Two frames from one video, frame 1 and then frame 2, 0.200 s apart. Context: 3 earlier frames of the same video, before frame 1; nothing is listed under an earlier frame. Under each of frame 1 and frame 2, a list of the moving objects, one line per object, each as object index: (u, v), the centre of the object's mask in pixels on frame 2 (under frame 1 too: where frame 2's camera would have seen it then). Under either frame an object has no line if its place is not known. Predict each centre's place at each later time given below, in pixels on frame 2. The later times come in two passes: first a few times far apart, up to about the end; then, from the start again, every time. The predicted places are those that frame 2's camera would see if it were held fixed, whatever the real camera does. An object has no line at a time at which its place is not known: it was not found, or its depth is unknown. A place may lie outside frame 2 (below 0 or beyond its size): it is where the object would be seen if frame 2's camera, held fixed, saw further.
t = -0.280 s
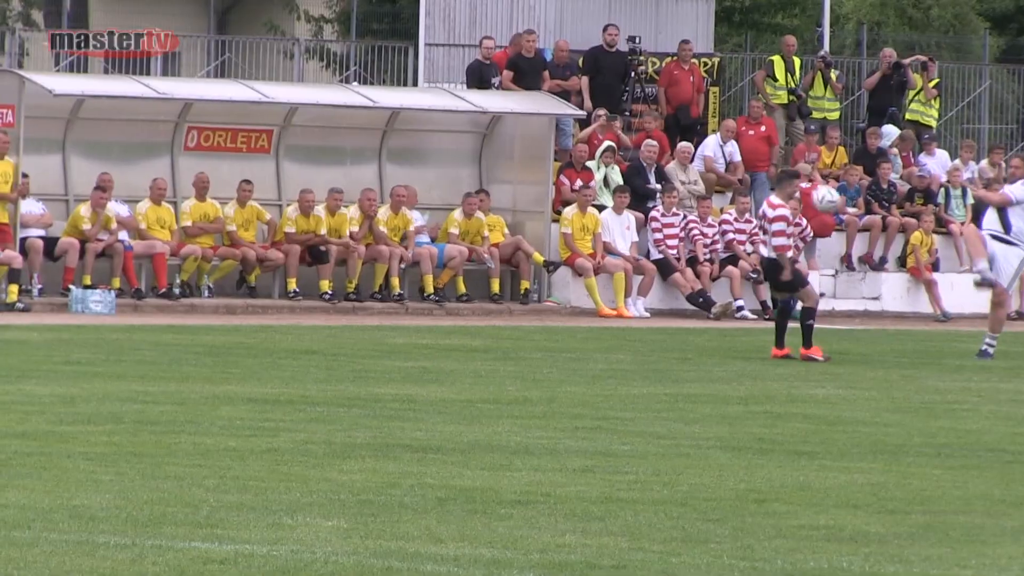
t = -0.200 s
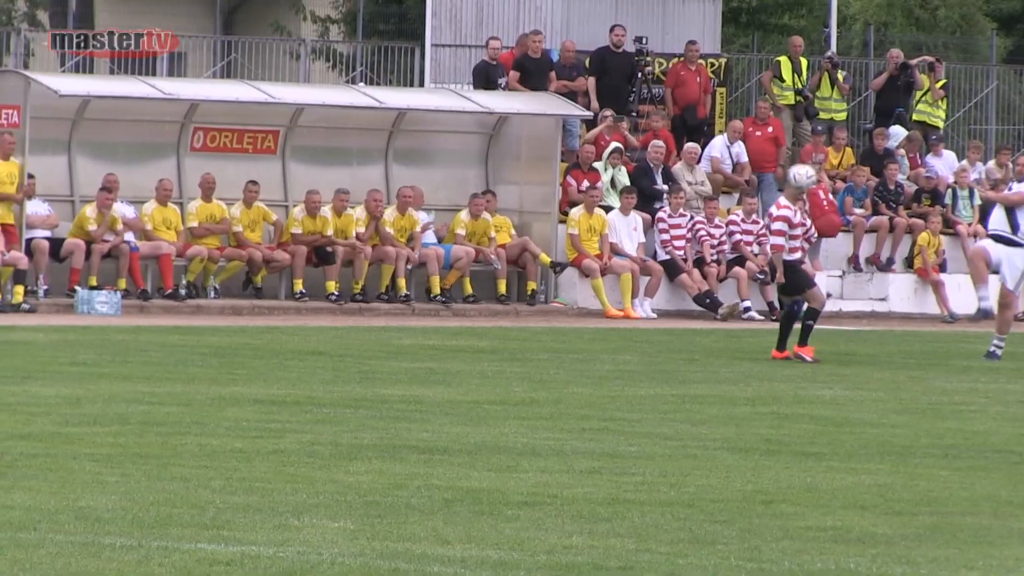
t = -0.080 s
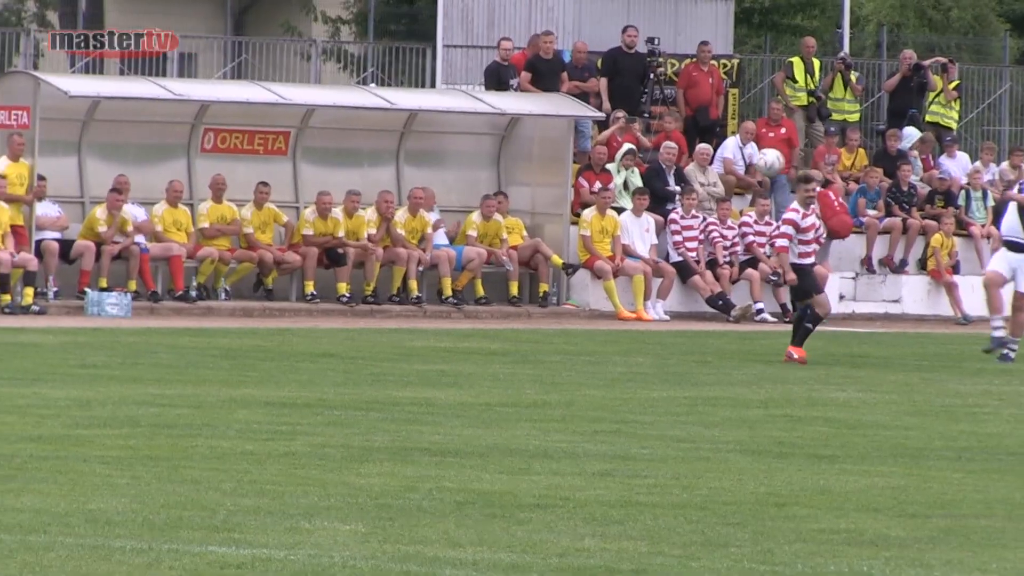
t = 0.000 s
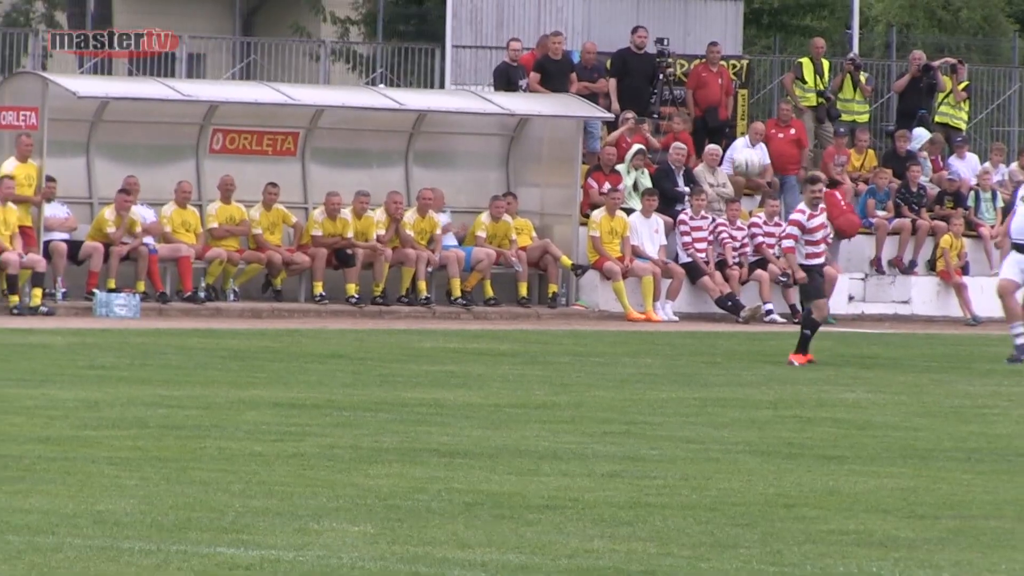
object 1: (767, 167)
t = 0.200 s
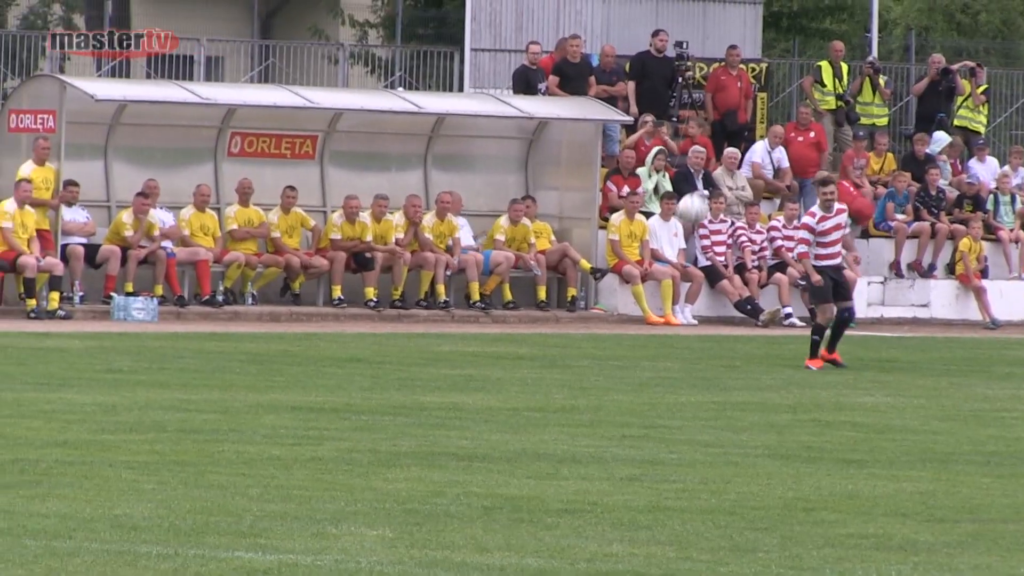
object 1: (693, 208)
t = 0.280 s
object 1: (662, 248)
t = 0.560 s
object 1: (572, 356)
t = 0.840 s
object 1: (524, 266)
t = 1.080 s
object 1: (481, 298)
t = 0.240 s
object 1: (678, 227)
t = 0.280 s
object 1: (662, 248)
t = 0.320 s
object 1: (646, 269)
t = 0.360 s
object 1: (630, 296)
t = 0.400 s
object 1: (616, 324)
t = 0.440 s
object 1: (602, 357)
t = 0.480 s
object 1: (587, 391)
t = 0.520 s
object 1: (578, 378)
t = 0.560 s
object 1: (572, 356)
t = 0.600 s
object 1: (565, 334)
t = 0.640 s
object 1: (559, 317)
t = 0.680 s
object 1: (552, 301)
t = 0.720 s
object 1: (545, 289)
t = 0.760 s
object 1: (538, 278)
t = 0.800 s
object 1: (531, 271)
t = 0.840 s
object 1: (524, 266)
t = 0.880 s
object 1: (517, 264)
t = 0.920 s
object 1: (510, 264)
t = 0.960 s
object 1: (502, 268)
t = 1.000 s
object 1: (496, 275)
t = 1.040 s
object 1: (488, 286)
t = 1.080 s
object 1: (481, 298)
